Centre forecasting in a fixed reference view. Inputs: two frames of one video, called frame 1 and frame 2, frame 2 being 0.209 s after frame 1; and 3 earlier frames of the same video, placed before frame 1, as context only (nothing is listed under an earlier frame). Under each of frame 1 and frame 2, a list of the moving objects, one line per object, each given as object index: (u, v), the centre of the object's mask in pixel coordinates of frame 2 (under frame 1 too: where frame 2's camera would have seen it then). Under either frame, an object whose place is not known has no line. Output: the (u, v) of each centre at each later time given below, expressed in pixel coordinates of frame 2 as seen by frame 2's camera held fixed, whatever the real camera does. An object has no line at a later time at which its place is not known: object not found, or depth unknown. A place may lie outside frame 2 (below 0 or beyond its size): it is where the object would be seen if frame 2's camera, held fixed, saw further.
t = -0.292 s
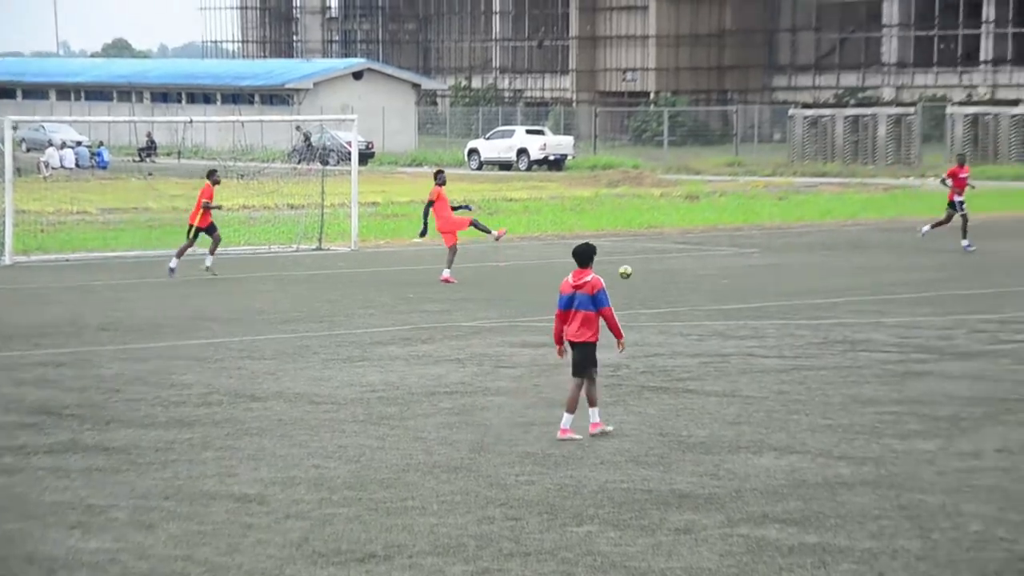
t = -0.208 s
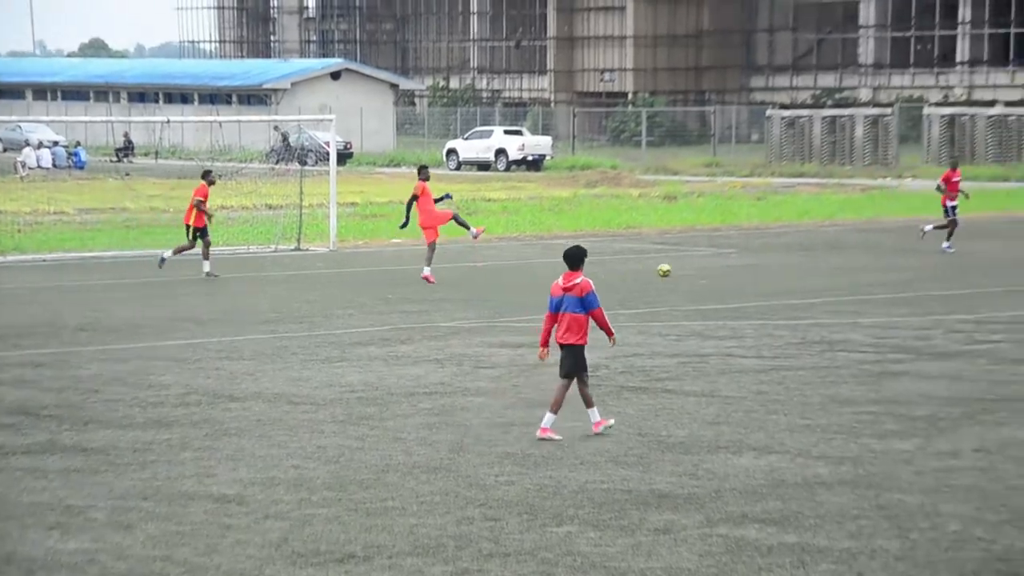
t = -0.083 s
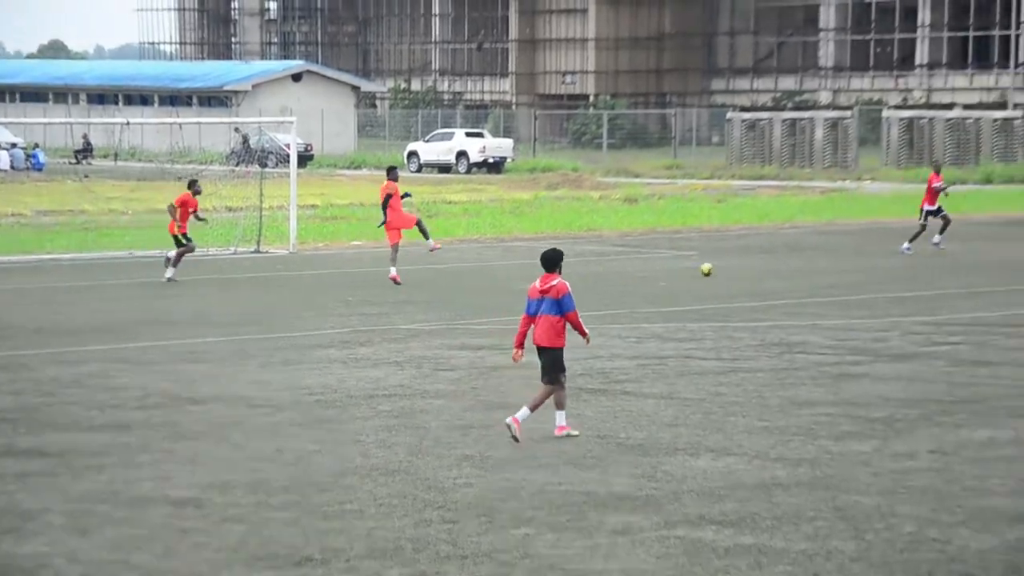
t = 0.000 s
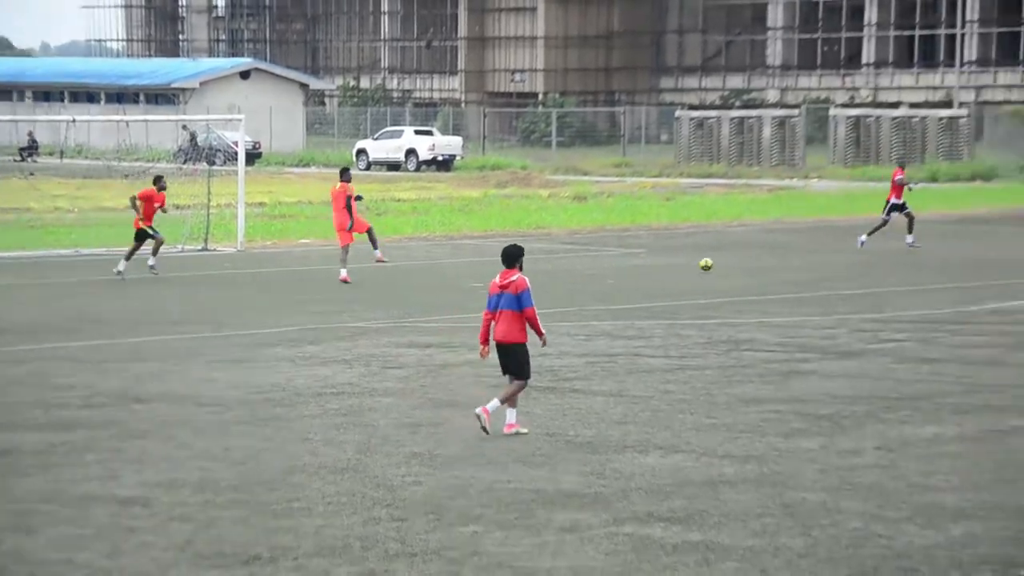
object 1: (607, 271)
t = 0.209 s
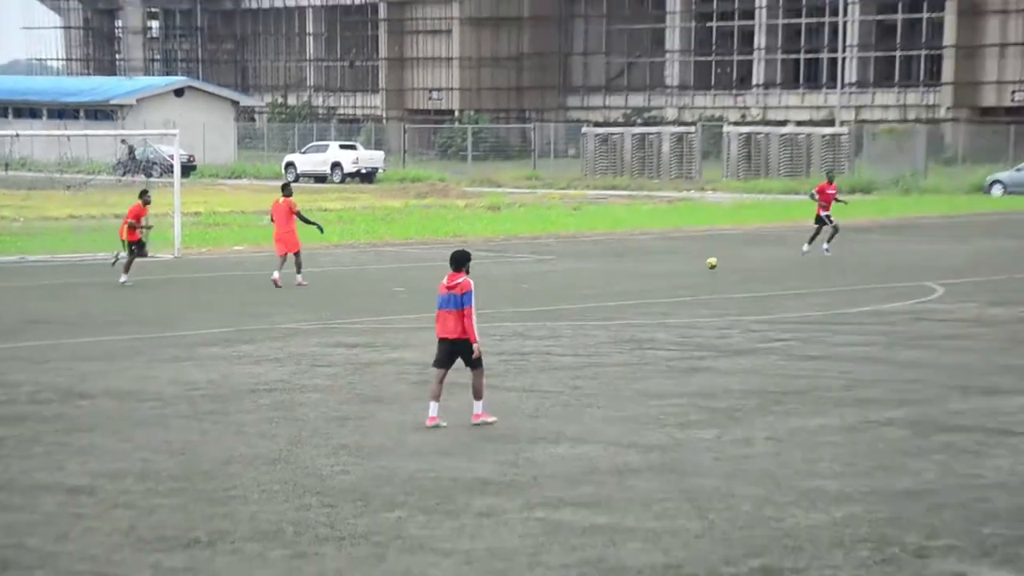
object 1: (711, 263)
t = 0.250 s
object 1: (725, 264)
